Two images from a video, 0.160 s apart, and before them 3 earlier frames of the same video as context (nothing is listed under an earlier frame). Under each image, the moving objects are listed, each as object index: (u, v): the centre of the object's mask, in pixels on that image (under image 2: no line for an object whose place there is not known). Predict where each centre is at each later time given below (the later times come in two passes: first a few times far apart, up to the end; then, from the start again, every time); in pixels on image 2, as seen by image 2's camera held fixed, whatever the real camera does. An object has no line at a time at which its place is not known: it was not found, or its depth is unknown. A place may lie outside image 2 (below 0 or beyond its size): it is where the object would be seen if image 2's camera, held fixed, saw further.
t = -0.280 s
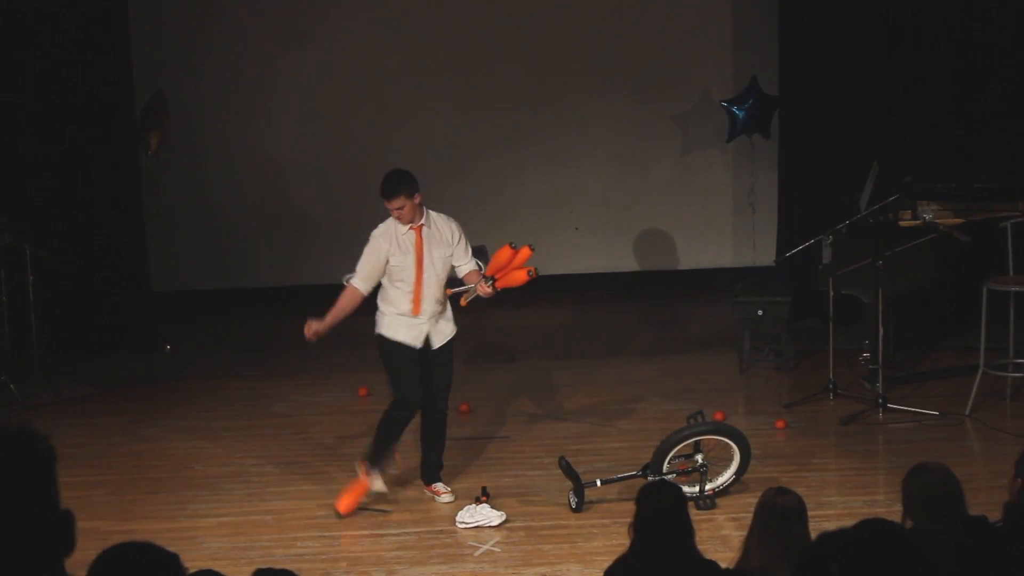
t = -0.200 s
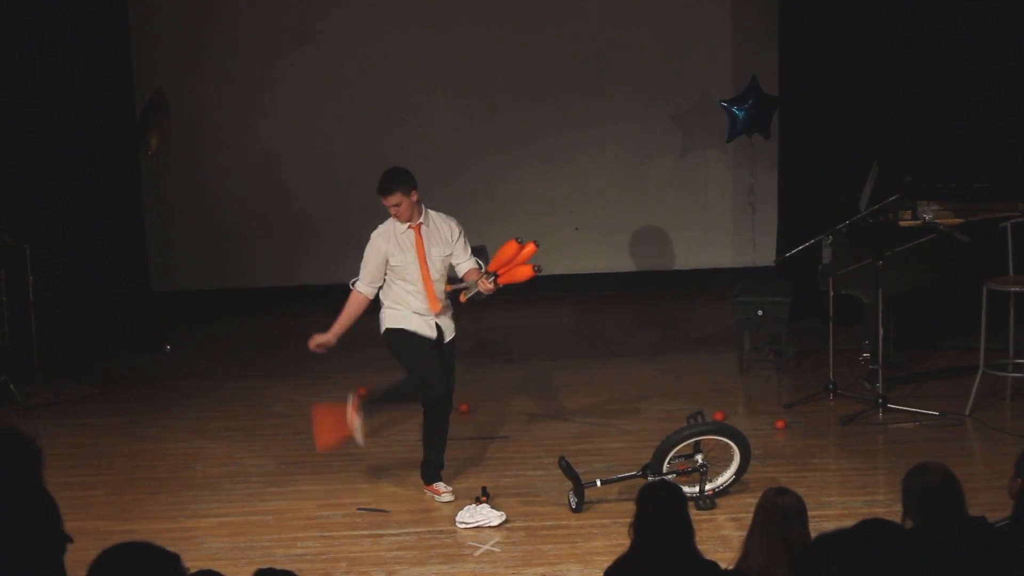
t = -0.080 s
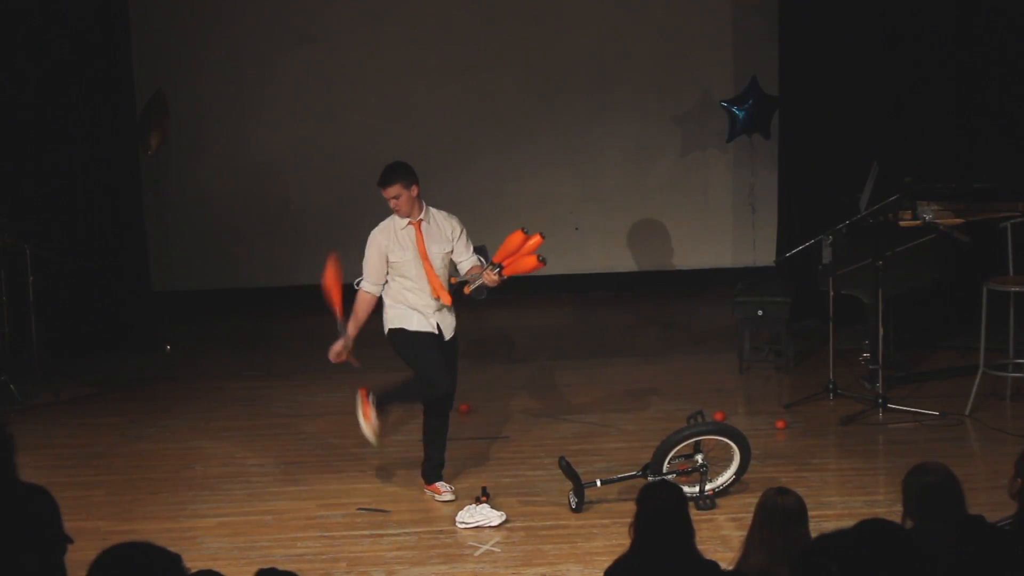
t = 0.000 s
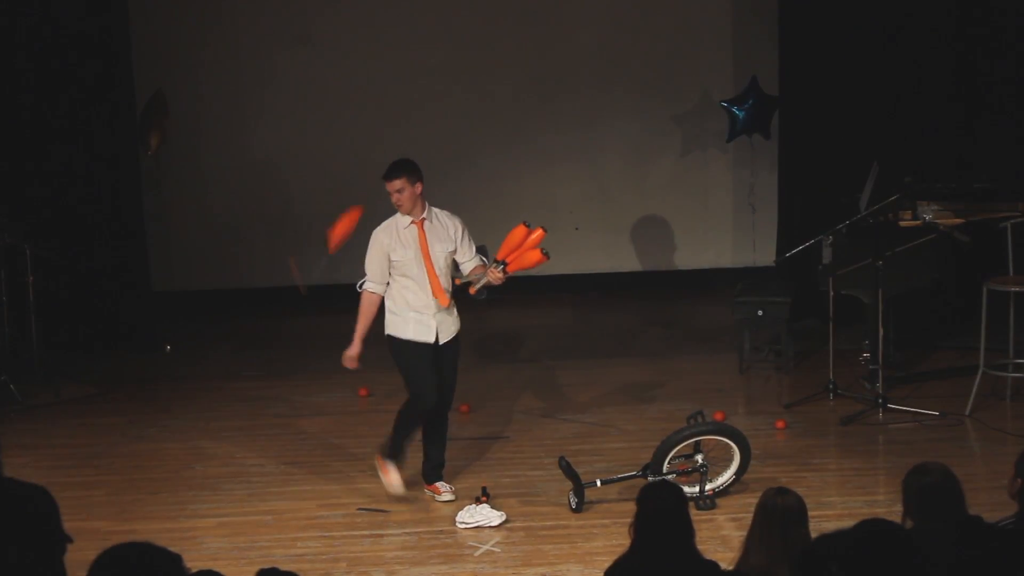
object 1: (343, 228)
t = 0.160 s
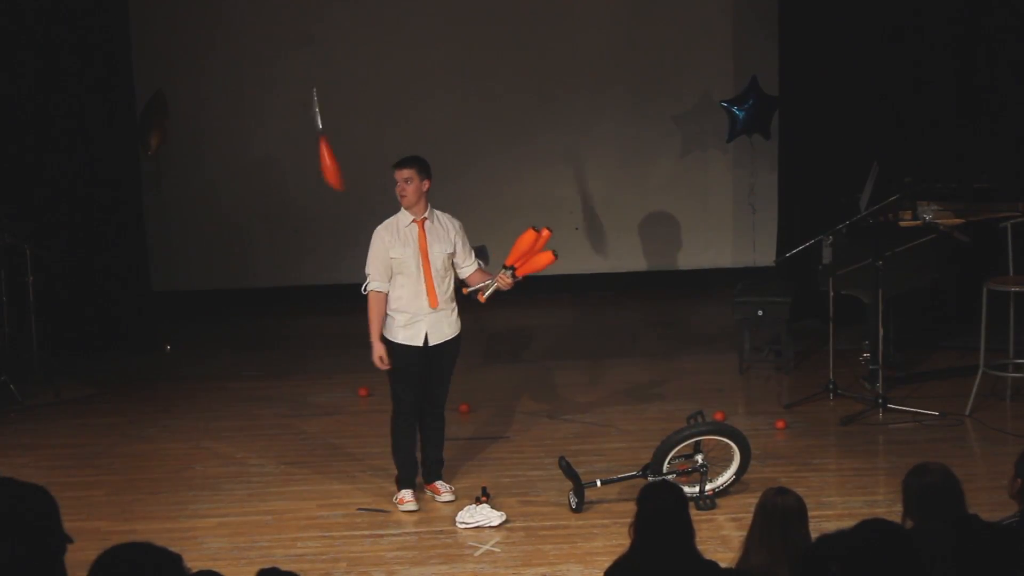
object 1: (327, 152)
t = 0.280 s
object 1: (311, 111)
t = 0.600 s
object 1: (319, 150)
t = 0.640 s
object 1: (315, 171)
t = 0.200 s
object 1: (320, 137)
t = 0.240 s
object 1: (316, 123)
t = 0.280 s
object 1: (311, 111)
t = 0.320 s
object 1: (317, 102)
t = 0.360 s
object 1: (319, 101)
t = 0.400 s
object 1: (316, 101)
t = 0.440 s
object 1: (313, 107)
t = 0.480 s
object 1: (310, 111)
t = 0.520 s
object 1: (323, 110)
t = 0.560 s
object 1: (317, 130)
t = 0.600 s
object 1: (319, 150)
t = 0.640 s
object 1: (315, 171)
